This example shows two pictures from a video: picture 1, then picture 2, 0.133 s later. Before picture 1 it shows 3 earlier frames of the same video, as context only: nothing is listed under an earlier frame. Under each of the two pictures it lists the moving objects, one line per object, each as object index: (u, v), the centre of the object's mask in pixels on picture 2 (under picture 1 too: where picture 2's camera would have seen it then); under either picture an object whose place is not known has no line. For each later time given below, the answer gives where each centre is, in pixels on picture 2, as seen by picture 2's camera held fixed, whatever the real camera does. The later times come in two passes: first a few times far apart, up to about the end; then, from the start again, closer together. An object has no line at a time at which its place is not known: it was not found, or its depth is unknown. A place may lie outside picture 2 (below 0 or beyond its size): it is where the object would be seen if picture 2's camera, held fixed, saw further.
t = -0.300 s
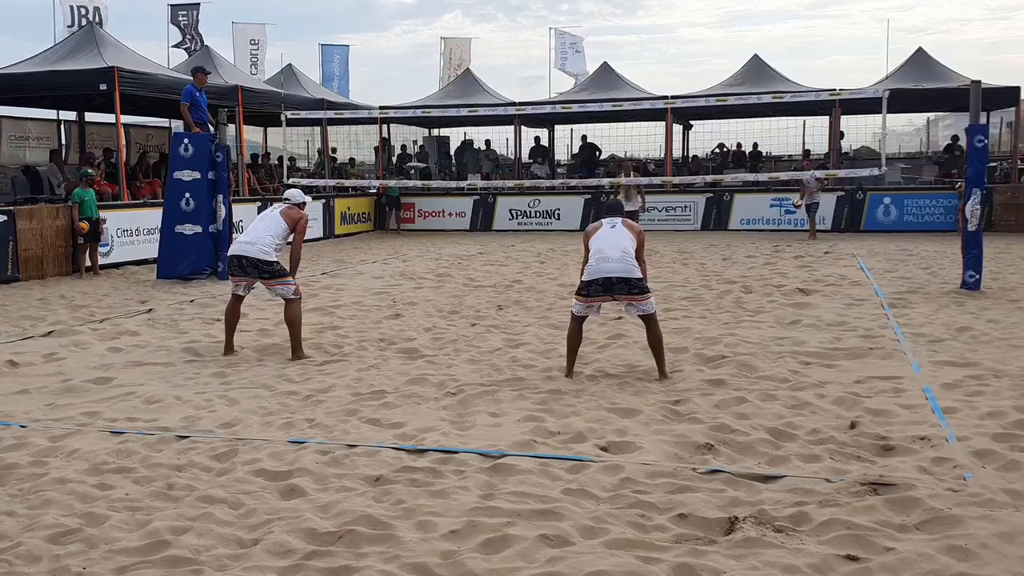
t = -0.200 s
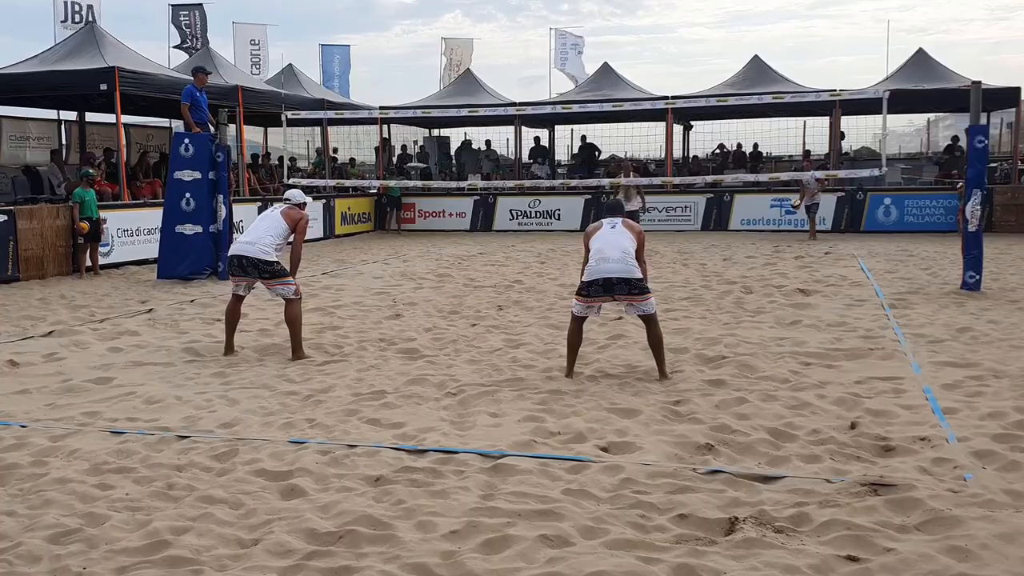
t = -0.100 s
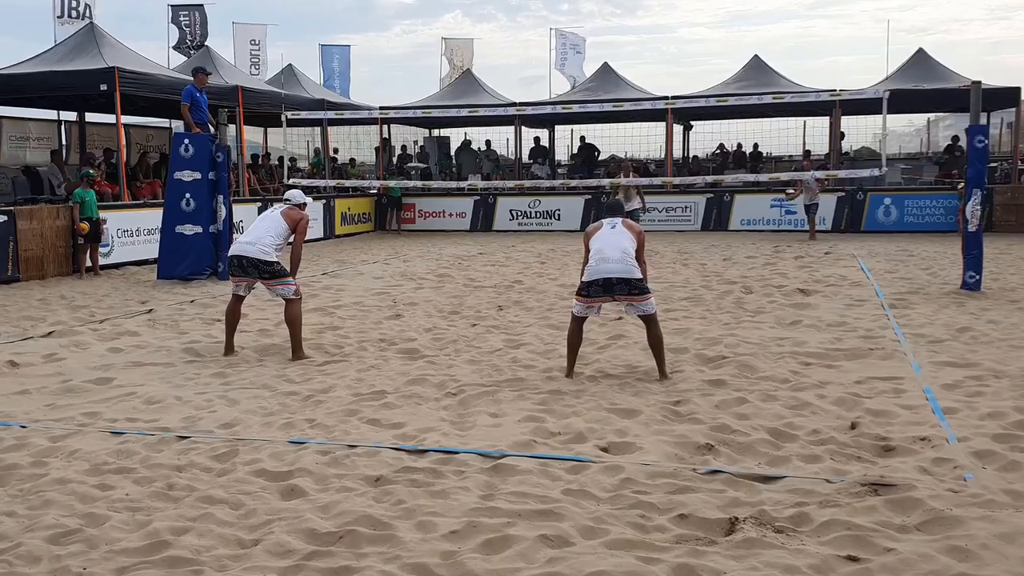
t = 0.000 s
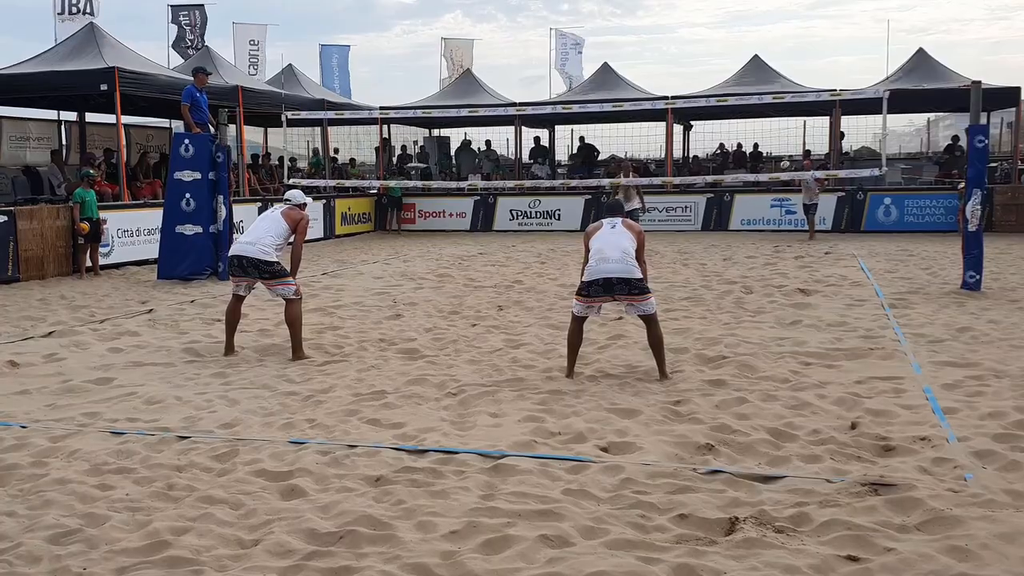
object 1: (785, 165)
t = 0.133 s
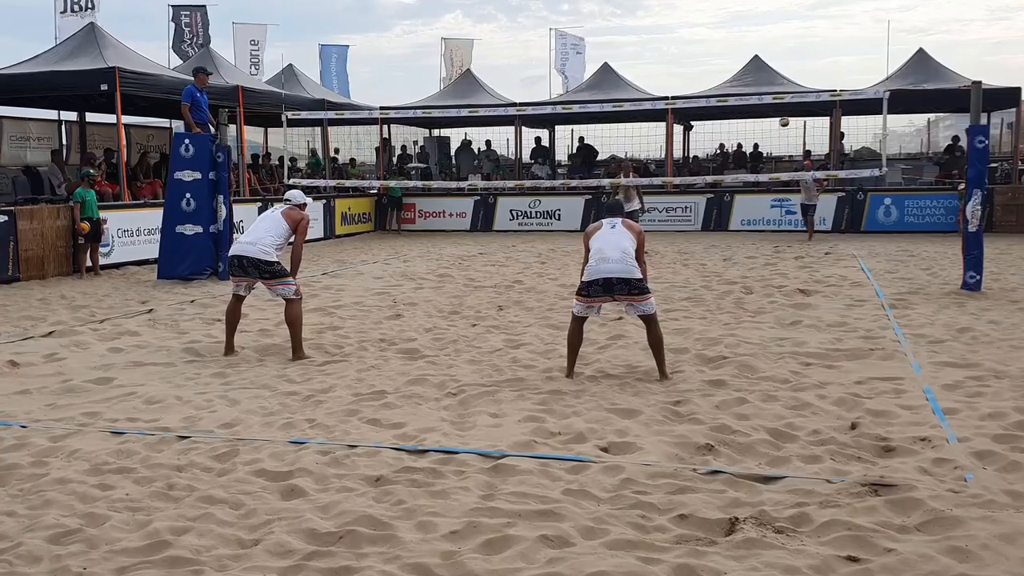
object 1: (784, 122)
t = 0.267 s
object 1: (782, 85)
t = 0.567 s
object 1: (780, 34)
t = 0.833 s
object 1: (778, 27)
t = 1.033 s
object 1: (777, 45)
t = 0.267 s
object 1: (782, 85)
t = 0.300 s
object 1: (782, 77)
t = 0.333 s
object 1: (782, 70)
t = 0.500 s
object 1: (780, 41)
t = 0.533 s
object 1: (780, 38)
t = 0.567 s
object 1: (780, 34)
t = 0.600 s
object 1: (779, 32)
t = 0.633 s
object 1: (779, 29)
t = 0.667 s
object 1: (779, 27)
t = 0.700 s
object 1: (779, 26)
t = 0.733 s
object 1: (778, 25)
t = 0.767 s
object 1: (778, 25)
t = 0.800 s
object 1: (778, 26)
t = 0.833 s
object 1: (778, 27)
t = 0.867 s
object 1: (778, 29)
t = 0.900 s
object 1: (778, 30)
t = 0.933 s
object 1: (777, 33)
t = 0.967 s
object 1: (777, 36)
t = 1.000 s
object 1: (777, 40)
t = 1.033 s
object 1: (777, 45)
